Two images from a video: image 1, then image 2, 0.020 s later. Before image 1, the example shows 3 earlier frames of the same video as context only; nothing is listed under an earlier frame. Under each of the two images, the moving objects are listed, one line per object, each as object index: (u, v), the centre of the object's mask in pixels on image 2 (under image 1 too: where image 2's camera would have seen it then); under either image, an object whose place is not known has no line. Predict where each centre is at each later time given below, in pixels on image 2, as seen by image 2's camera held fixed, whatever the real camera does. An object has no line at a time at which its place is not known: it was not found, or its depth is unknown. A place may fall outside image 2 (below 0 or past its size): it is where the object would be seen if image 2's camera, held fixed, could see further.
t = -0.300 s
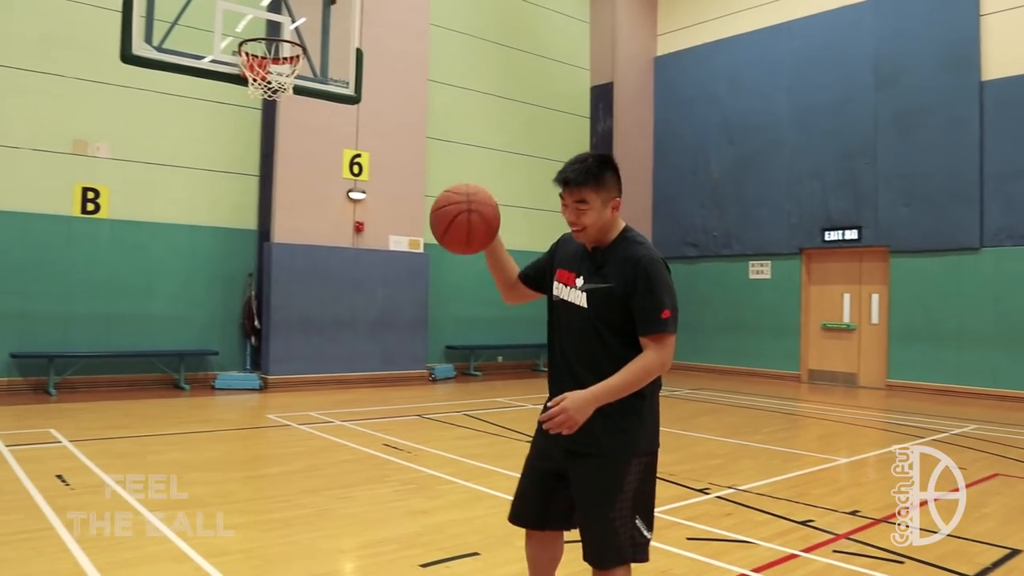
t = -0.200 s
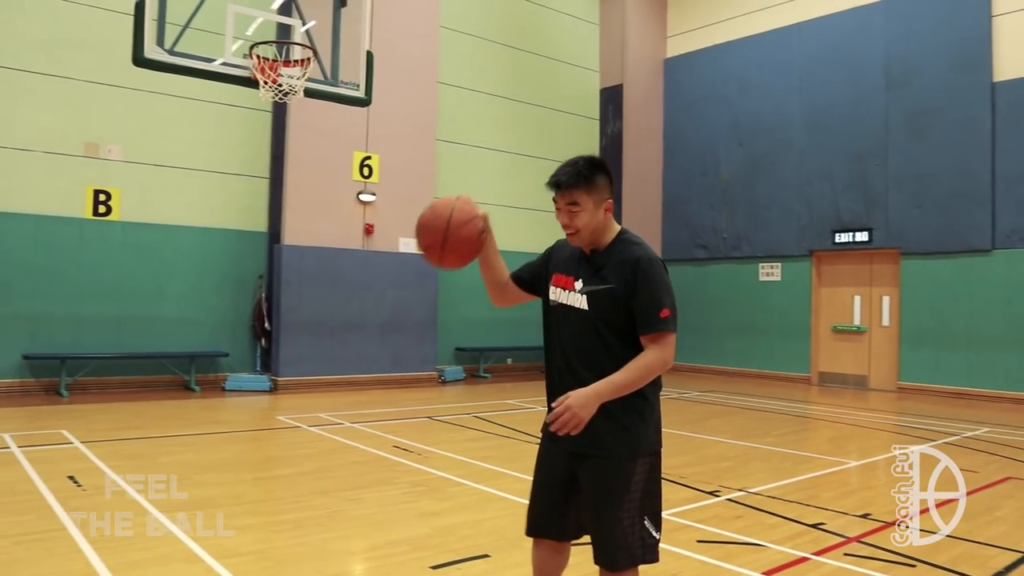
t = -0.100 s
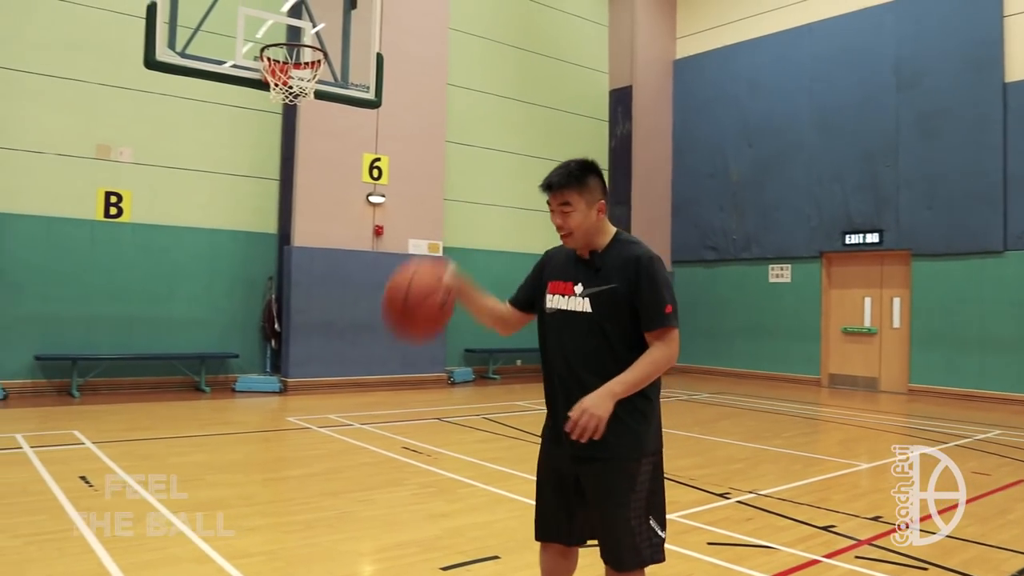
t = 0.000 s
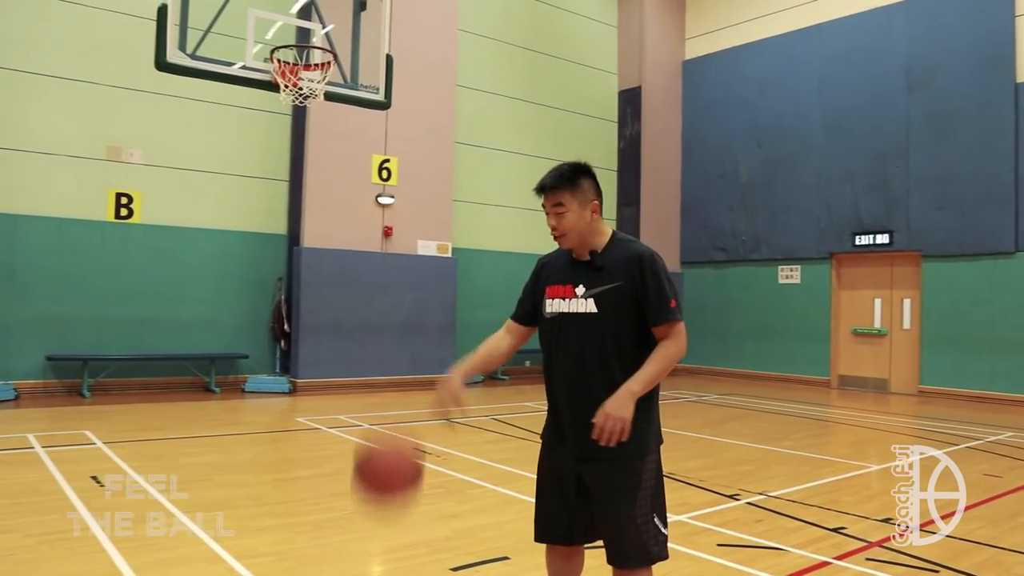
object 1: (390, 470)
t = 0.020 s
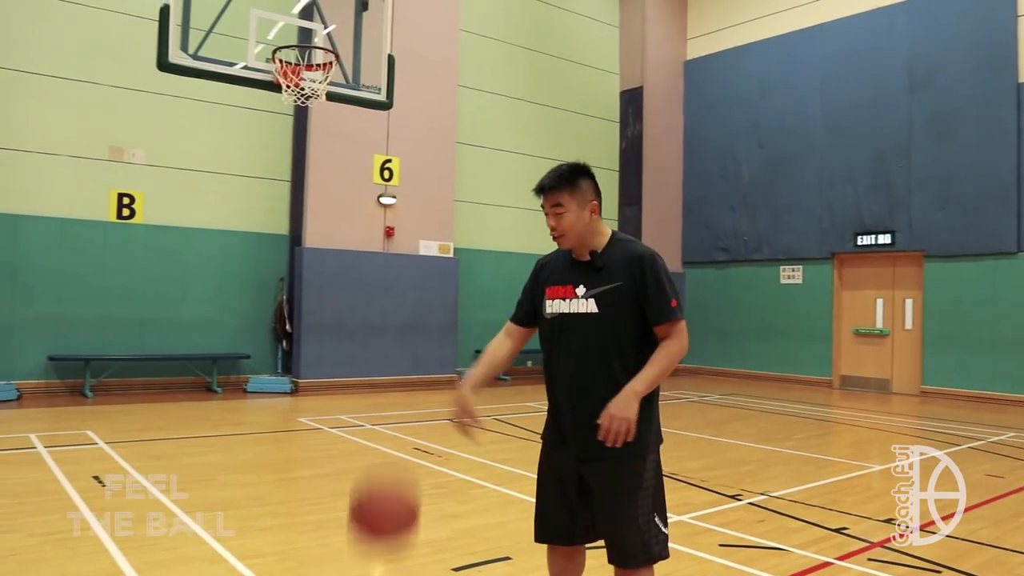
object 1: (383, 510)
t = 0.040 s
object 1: (374, 553)
